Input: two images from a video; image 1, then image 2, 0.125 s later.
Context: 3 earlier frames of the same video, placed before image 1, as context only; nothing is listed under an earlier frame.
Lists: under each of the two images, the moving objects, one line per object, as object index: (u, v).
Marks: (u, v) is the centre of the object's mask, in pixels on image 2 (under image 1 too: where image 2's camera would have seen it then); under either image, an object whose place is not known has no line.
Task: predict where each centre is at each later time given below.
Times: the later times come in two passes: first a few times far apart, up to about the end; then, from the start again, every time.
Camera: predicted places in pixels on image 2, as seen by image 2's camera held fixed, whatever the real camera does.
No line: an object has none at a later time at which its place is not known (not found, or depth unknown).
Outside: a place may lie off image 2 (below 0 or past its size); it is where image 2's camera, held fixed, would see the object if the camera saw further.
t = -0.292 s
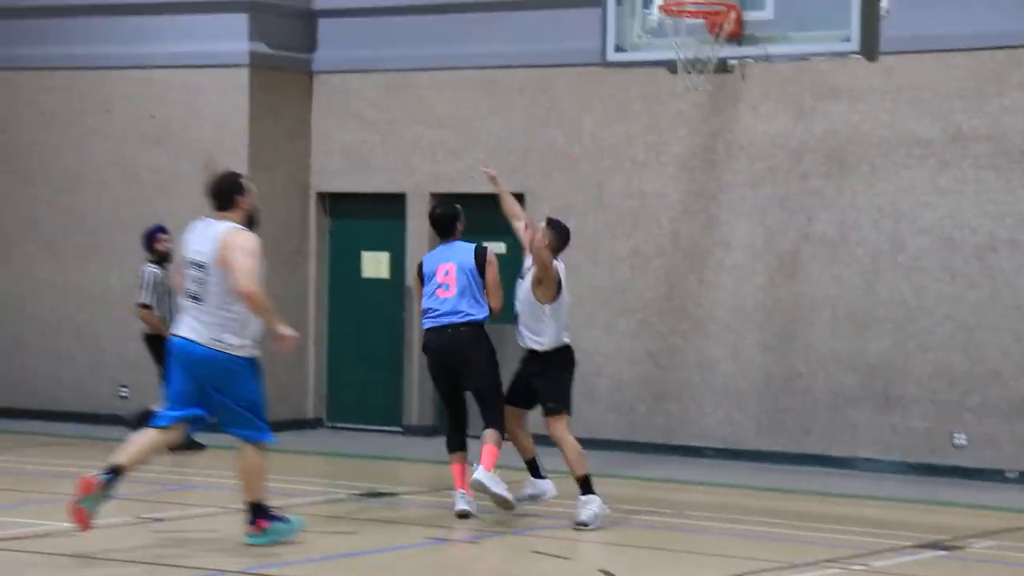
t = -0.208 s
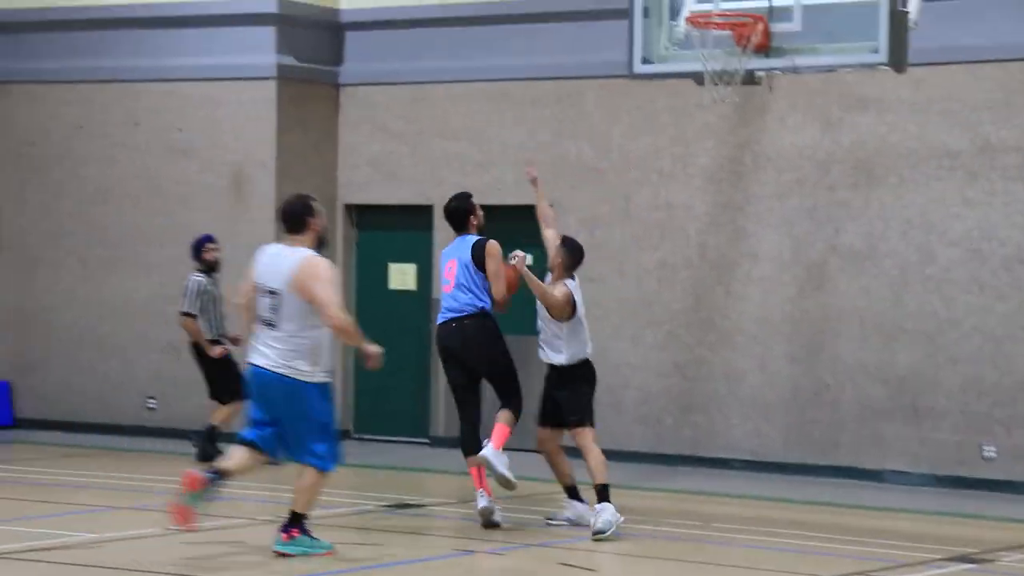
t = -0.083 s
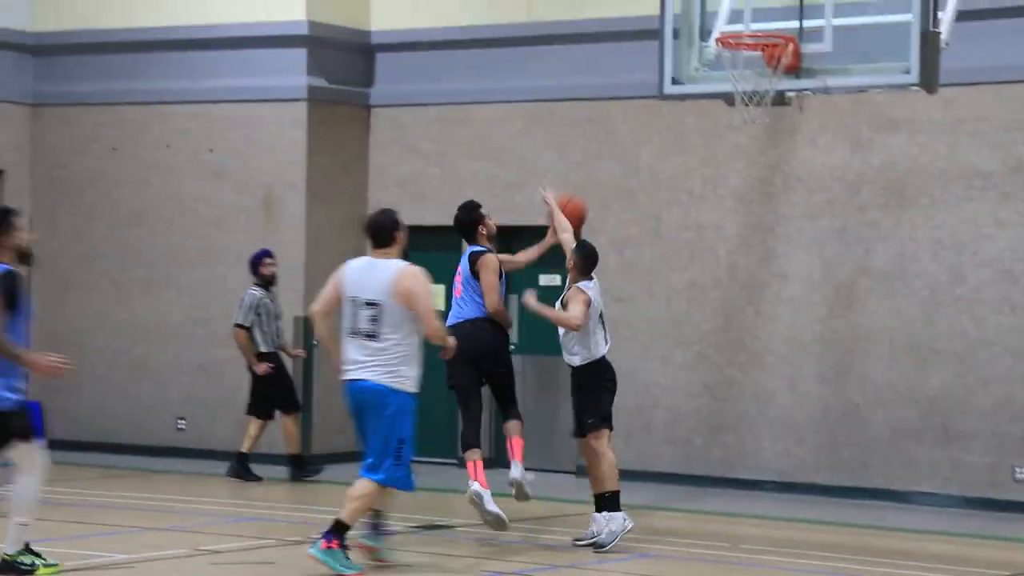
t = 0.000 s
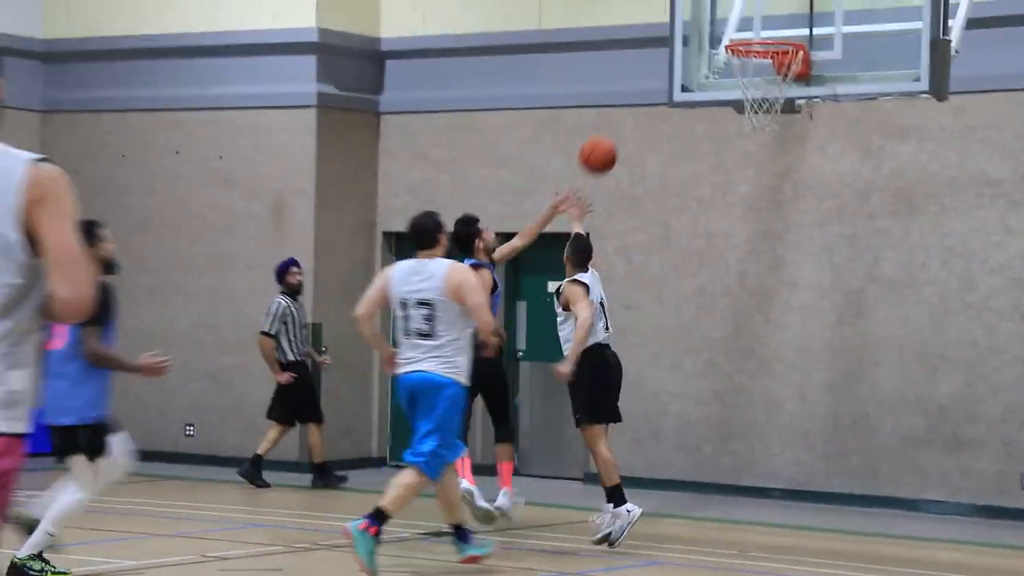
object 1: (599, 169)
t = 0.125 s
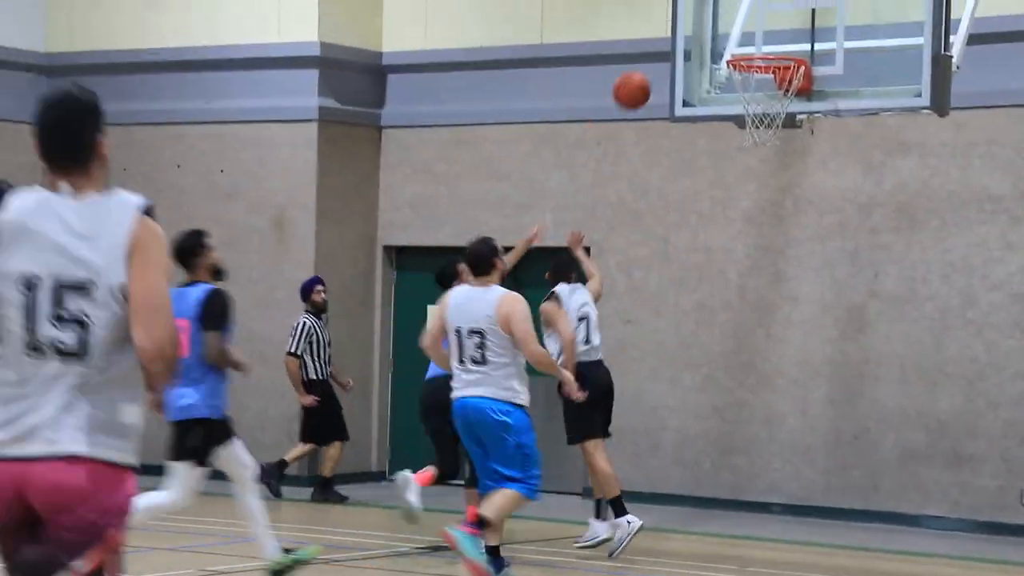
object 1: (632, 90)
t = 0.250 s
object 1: (663, 35)
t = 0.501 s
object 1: (726, -2)
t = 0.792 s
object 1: (762, 33)
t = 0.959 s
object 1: (772, 107)
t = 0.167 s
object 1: (642, 69)
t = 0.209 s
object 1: (653, 51)
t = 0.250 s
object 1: (663, 35)
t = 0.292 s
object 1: (674, 22)
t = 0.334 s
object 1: (684, 12)
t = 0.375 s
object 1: (695, 4)
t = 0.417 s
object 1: (705, 0)
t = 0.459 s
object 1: (715, -2)
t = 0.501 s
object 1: (726, -2)
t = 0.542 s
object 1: (736, 0)
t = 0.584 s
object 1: (746, 5)
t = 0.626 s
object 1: (750, 6)
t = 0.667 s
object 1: (753, 9)
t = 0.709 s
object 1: (756, 14)
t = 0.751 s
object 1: (759, 22)
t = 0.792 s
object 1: (762, 33)
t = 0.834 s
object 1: (765, 44)
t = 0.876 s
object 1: (768, 66)
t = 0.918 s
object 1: (772, 83)
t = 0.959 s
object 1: (772, 107)
